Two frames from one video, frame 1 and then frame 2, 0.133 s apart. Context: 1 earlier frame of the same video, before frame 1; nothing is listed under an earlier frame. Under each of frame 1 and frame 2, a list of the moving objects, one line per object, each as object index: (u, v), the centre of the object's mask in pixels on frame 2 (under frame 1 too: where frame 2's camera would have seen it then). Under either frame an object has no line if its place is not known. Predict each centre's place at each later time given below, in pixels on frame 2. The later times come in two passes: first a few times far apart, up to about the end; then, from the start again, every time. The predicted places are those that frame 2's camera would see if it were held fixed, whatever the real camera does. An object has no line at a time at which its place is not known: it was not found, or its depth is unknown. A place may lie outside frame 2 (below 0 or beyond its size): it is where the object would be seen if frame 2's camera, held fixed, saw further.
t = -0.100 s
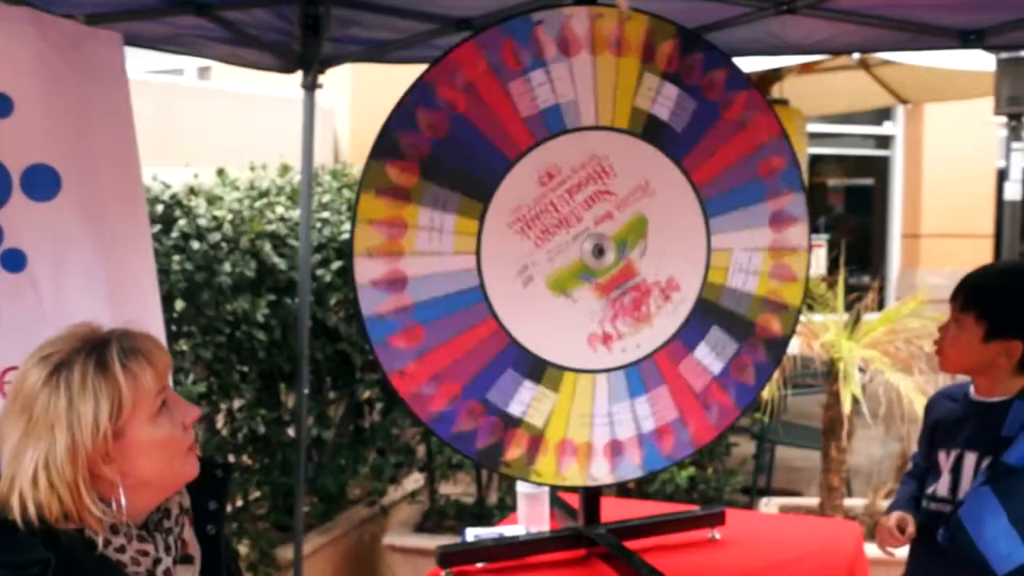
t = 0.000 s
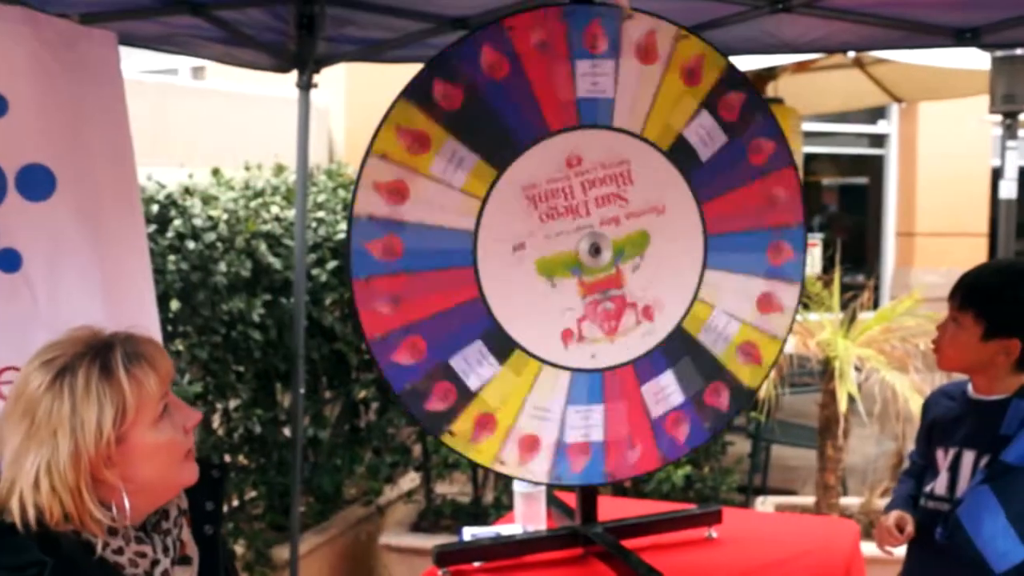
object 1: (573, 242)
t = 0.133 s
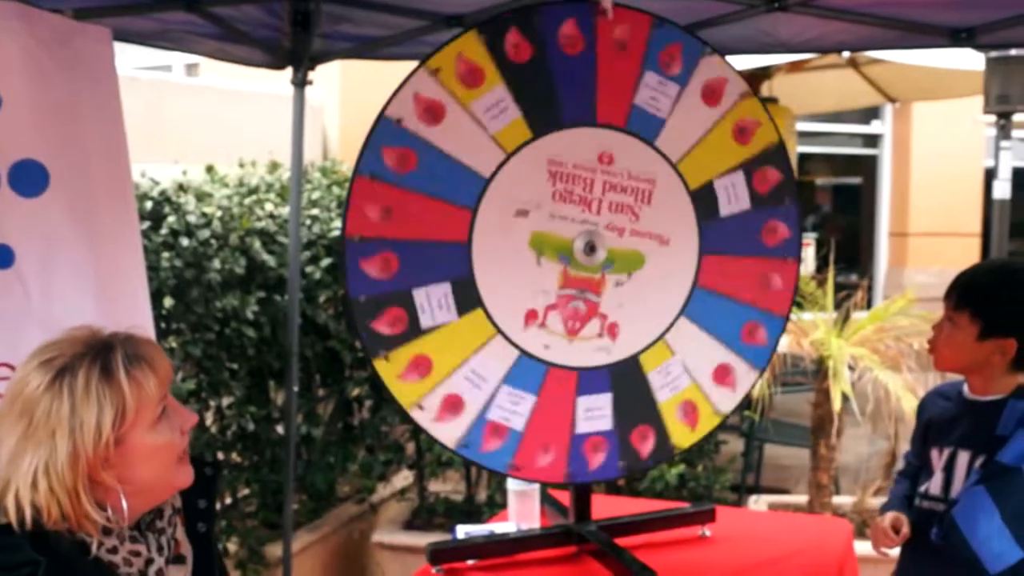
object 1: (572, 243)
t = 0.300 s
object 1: (570, 243)
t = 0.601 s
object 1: (568, 244)
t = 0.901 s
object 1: (568, 247)
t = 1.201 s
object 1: (568, 254)
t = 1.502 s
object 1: (570, 259)
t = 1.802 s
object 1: (571, 261)
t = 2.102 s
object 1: (572, 259)
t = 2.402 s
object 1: (574, 258)
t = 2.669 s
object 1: (575, 257)
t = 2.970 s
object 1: (576, 256)
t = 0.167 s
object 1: (571, 242)
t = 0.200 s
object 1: (571, 243)
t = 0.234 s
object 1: (571, 243)
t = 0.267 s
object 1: (570, 243)
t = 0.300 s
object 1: (570, 243)
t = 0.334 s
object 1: (569, 243)
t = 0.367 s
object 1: (569, 243)
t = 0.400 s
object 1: (569, 244)
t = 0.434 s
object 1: (569, 243)
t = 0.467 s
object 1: (570, 244)
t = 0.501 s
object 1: (570, 244)
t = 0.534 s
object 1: (570, 244)
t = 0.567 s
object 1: (569, 244)
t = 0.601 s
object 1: (568, 244)
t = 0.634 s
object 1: (568, 245)
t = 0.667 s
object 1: (568, 245)
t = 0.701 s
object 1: (568, 245)
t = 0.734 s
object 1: (568, 245)
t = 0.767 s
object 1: (568, 246)
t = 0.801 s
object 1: (568, 246)
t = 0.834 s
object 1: (568, 246)
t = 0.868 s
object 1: (568, 247)
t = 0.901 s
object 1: (568, 247)
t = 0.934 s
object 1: (568, 248)
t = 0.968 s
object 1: (569, 248)
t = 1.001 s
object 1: (569, 250)
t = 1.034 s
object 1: (568, 250)
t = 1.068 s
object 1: (568, 251)
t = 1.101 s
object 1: (569, 251)
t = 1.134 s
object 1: (568, 253)
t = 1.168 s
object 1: (568, 254)
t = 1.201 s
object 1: (568, 254)
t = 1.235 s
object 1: (568, 255)
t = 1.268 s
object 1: (569, 255)
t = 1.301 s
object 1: (569, 256)
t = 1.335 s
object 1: (569, 256)
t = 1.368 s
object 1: (569, 257)
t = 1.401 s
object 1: (570, 257)
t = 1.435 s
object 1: (570, 258)
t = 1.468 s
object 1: (570, 258)
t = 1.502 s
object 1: (570, 259)
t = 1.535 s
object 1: (570, 259)
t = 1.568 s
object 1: (570, 259)
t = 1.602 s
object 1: (570, 260)
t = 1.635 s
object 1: (570, 260)
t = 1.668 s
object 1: (570, 260)
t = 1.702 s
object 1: (570, 261)
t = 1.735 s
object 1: (570, 261)
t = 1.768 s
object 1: (570, 261)
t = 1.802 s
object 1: (571, 261)
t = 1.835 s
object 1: (571, 260)
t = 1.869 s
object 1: (571, 260)
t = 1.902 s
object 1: (571, 260)
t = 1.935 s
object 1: (571, 260)
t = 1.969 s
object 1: (571, 260)
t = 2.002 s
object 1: (571, 259)
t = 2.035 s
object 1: (571, 259)
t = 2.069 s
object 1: (572, 259)
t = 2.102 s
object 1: (572, 259)
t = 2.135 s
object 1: (572, 259)
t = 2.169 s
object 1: (572, 259)
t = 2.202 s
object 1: (572, 258)
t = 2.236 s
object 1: (573, 258)
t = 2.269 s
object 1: (572, 259)
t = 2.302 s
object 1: (572, 258)
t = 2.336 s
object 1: (573, 258)
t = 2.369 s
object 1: (573, 258)
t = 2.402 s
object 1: (574, 258)
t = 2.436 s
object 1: (574, 258)
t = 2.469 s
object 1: (574, 258)
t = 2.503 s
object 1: (574, 258)
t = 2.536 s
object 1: (574, 257)
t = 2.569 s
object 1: (574, 257)
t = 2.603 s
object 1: (574, 257)
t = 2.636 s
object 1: (575, 257)
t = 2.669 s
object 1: (575, 257)
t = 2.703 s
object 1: (575, 257)
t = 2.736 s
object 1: (575, 257)
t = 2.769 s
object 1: (575, 257)
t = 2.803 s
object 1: (575, 257)
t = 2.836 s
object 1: (575, 257)
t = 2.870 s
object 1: (575, 257)
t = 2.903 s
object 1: (576, 257)
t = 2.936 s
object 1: (576, 256)
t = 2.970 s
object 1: (576, 256)
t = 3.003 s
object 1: (576, 256)
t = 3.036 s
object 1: (577, 257)
